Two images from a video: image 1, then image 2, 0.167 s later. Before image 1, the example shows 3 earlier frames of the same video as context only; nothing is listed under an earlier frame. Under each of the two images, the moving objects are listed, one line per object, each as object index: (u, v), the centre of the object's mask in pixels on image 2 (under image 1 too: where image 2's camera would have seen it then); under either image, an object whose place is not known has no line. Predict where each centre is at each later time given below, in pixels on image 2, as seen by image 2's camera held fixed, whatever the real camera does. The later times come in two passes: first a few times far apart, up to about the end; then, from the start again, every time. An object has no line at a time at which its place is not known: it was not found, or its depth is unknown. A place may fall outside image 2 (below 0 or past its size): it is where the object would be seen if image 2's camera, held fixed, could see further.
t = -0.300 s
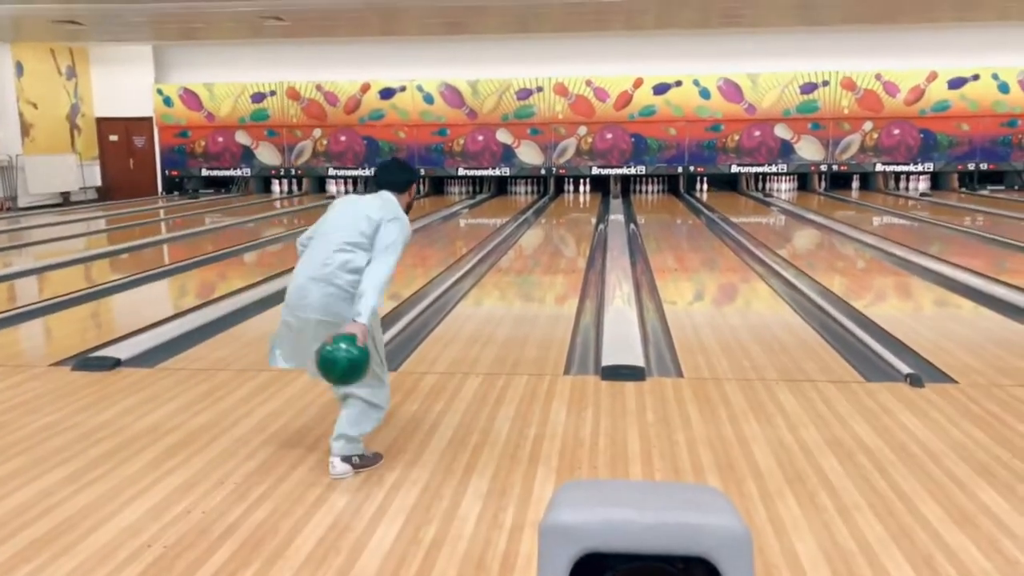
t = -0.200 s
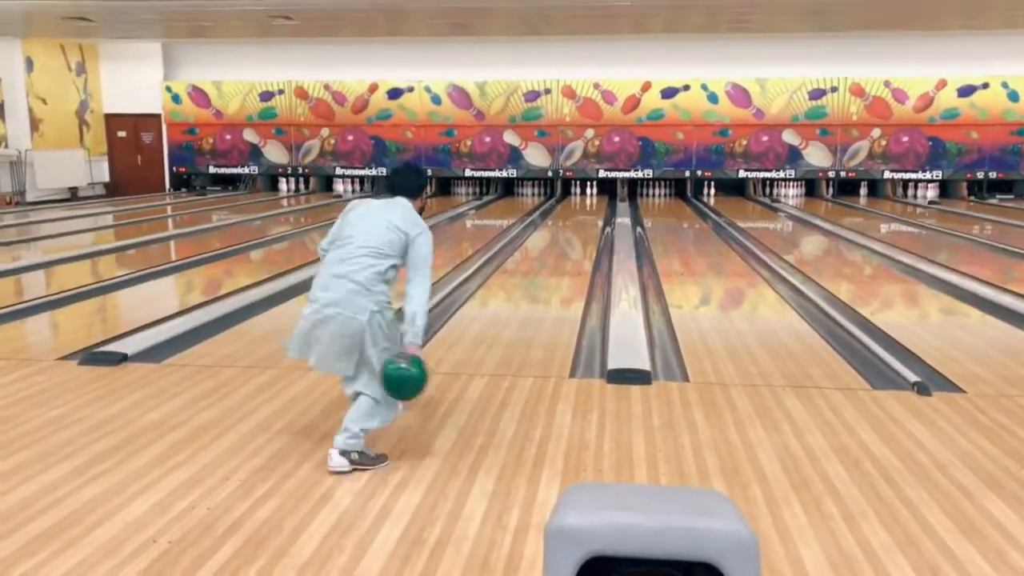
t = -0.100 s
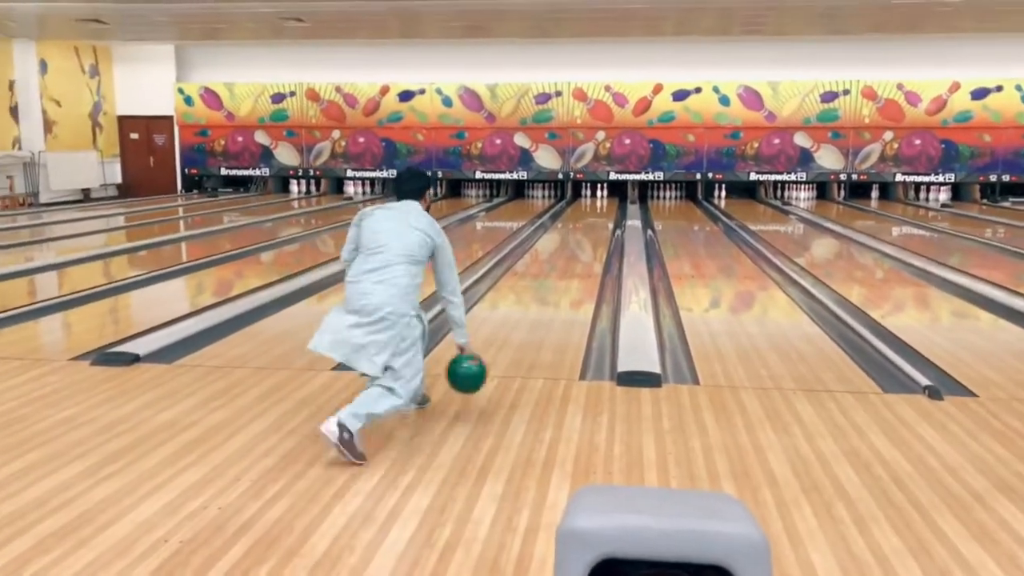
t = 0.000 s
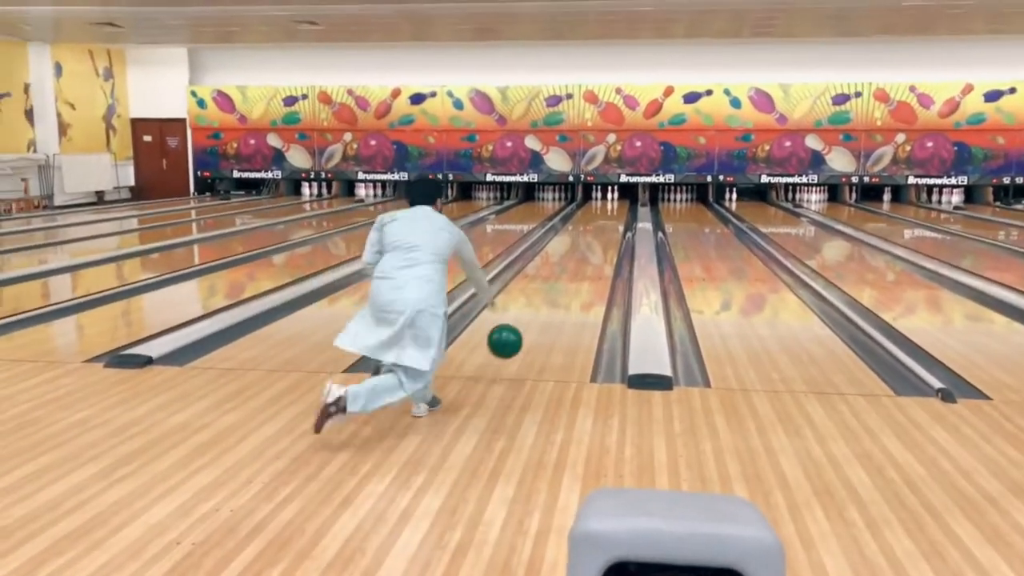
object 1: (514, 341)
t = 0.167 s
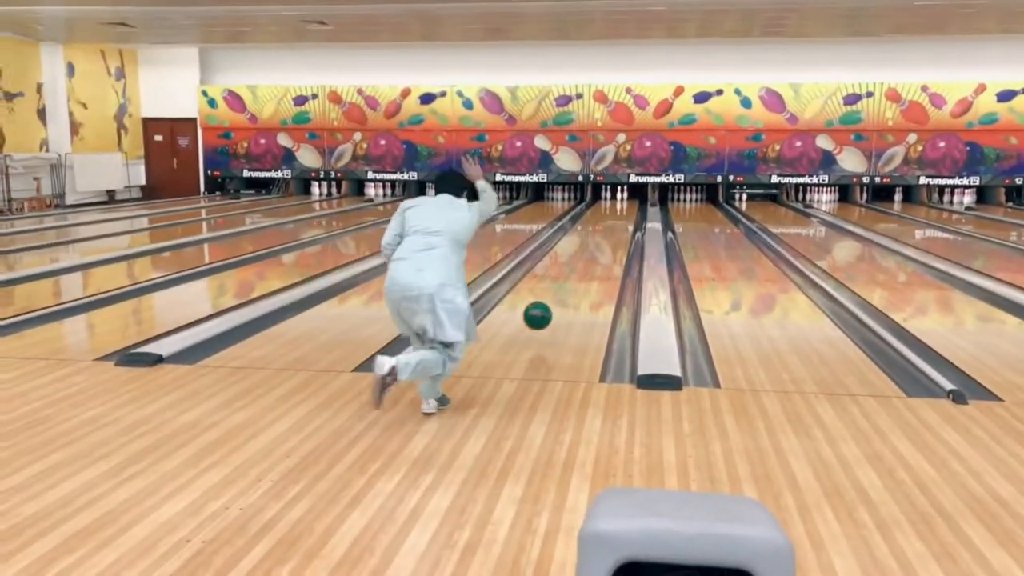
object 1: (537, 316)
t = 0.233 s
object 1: (544, 316)
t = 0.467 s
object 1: (562, 283)
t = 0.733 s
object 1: (576, 258)
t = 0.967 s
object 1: (584, 243)
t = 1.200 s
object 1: (590, 231)
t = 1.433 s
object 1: (594, 223)
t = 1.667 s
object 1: (598, 215)
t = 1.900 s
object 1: (600, 210)
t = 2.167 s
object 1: (601, 206)
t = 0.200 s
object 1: (541, 316)
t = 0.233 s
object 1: (544, 316)
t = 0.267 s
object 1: (547, 310)
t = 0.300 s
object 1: (551, 304)
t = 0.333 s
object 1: (553, 299)
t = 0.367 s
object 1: (556, 295)
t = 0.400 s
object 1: (558, 291)
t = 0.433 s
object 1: (560, 287)
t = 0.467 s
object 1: (562, 283)
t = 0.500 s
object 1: (564, 279)
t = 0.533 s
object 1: (566, 276)
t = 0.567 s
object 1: (568, 272)
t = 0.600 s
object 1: (570, 269)
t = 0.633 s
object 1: (571, 266)
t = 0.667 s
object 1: (573, 264)
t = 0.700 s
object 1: (574, 261)
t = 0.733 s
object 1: (576, 258)
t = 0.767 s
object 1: (577, 256)
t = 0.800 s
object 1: (578, 253)
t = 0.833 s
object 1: (580, 251)
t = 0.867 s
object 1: (580, 249)
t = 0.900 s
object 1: (582, 247)
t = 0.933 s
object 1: (583, 245)
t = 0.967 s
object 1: (584, 243)
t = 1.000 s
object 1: (585, 241)
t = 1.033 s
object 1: (586, 239)
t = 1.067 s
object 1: (586, 238)
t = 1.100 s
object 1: (587, 236)
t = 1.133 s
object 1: (588, 234)
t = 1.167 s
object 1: (589, 233)
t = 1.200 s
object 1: (590, 231)
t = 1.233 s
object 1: (590, 231)
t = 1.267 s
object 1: (591, 229)
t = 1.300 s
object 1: (591, 228)
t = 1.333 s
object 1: (592, 226)
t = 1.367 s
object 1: (593, 225)
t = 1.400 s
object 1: (593, 224)
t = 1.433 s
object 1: (594, 223)
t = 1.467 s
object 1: (595, 221)
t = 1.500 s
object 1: (595, 220)
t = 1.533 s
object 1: (596, 220)
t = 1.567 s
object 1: (596, 219)
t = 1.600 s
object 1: (597, 217)
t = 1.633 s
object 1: (597, 216)
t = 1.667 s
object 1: (598, 215)
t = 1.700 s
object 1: (598, 214)
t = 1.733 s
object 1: (599, 213)
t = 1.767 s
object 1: (599, 213)
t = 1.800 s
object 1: (599, 212)
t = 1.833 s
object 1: (599, 211)
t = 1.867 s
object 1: (600, 210)
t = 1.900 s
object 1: (600, 210)
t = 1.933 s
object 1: (601, 209)
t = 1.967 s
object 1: (601, 209)
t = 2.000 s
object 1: (601, 207)
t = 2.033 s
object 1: (601, 206)
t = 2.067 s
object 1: (602, 206)
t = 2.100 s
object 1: (601, 206)
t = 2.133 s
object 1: (602, 206)
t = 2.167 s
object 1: (601, 206)
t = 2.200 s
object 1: (602, 205)
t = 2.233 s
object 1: (602, 205)
